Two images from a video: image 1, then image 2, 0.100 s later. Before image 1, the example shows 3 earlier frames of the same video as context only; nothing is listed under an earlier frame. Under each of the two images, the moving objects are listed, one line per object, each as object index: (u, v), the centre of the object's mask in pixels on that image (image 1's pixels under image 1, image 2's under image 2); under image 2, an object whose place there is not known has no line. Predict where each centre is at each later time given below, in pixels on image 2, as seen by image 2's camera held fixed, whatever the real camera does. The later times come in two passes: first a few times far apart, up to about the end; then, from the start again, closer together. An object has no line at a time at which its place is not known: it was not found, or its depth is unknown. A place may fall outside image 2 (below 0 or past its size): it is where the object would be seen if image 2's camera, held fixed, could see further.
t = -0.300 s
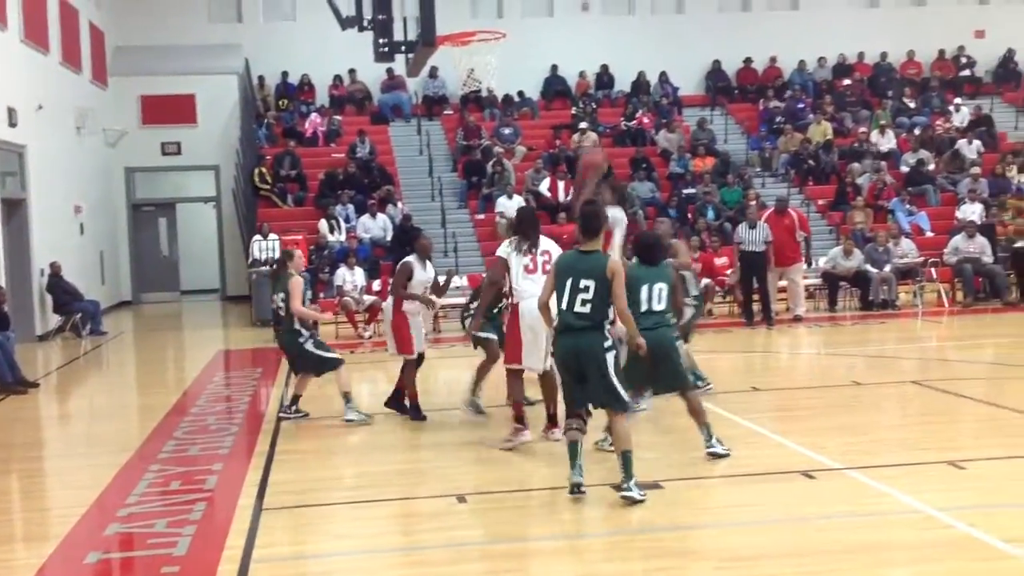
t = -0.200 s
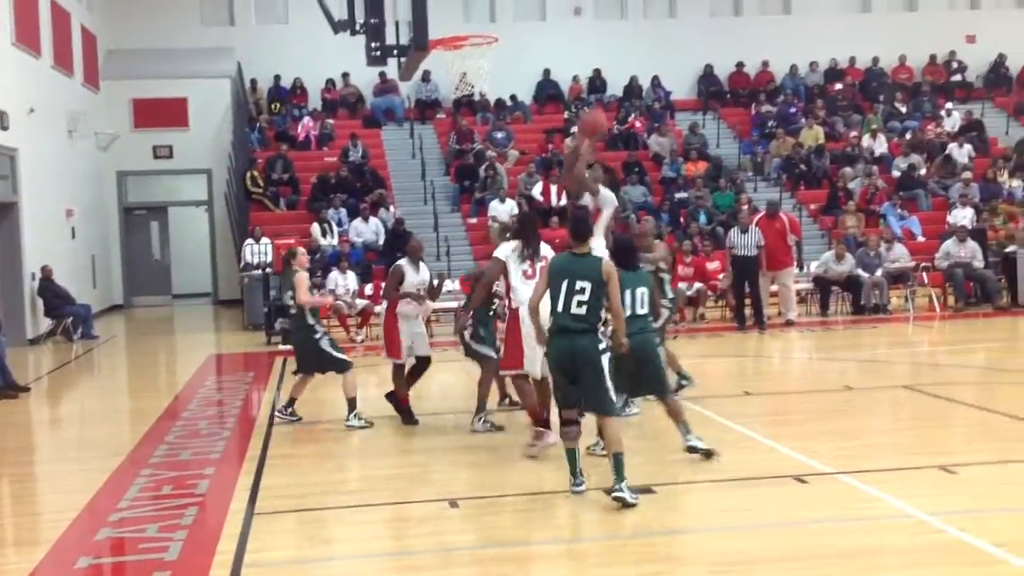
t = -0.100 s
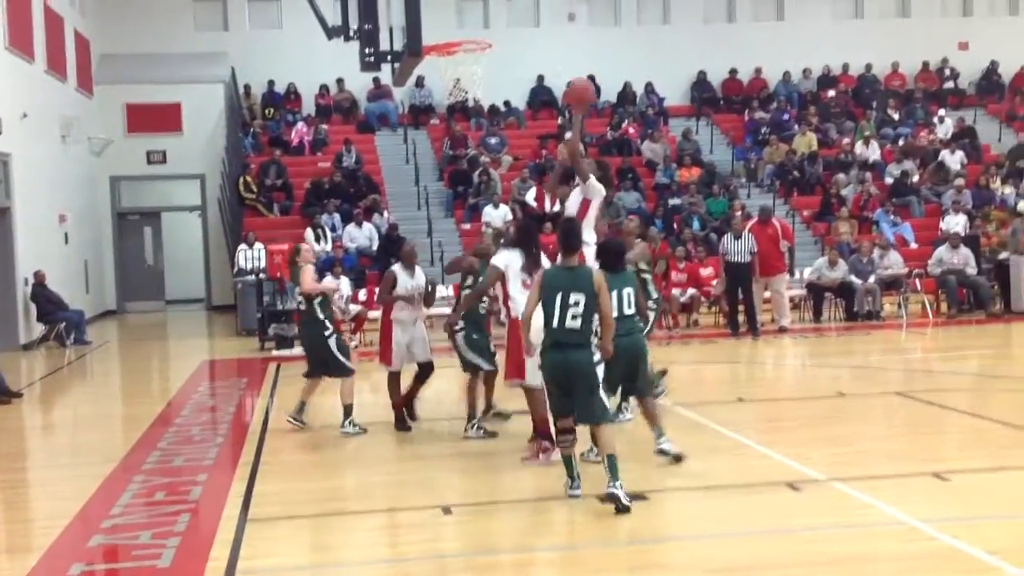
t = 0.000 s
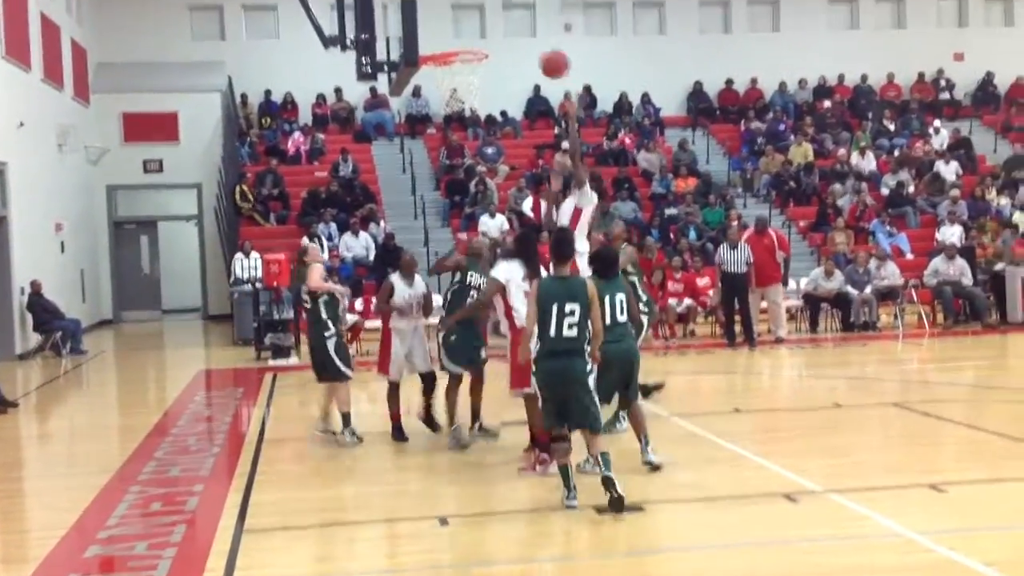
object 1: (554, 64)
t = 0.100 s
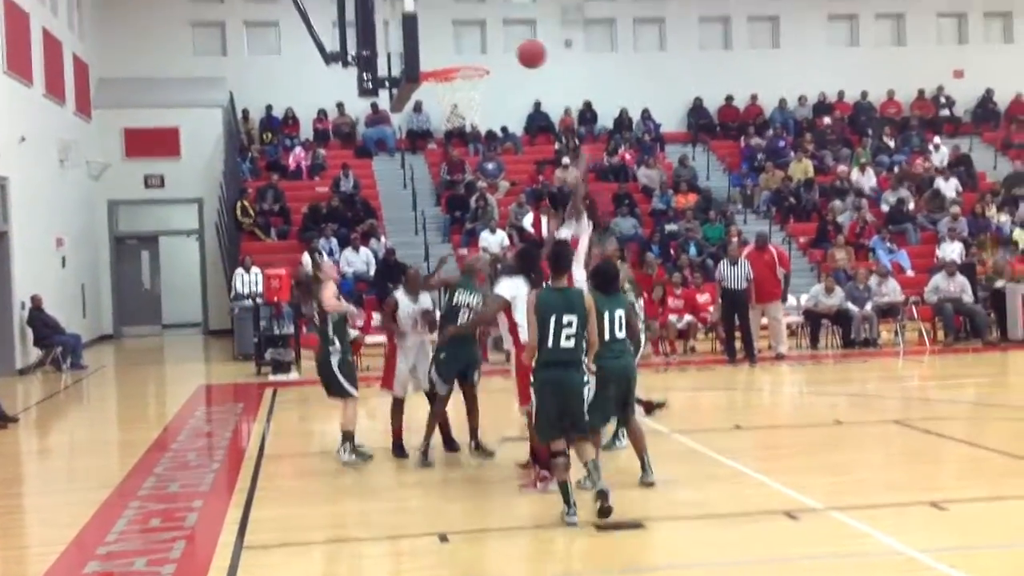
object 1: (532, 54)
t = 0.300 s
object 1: (484, 39)
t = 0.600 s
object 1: (474, 83)
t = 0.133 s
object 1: (524, 47)
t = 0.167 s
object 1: (515, 42)
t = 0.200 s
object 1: (507, 39)
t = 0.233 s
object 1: (499, 37)
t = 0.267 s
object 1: (491, 37)
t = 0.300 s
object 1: (484, 39)
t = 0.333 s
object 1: (475, 41)
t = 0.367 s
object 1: (467, 45)
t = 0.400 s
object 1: (460, 50)
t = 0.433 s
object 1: (454, 55)
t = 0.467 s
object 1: (446, 59)
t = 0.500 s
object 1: (445, 69)
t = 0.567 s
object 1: (465, 81)
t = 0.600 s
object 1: (474, 83)
